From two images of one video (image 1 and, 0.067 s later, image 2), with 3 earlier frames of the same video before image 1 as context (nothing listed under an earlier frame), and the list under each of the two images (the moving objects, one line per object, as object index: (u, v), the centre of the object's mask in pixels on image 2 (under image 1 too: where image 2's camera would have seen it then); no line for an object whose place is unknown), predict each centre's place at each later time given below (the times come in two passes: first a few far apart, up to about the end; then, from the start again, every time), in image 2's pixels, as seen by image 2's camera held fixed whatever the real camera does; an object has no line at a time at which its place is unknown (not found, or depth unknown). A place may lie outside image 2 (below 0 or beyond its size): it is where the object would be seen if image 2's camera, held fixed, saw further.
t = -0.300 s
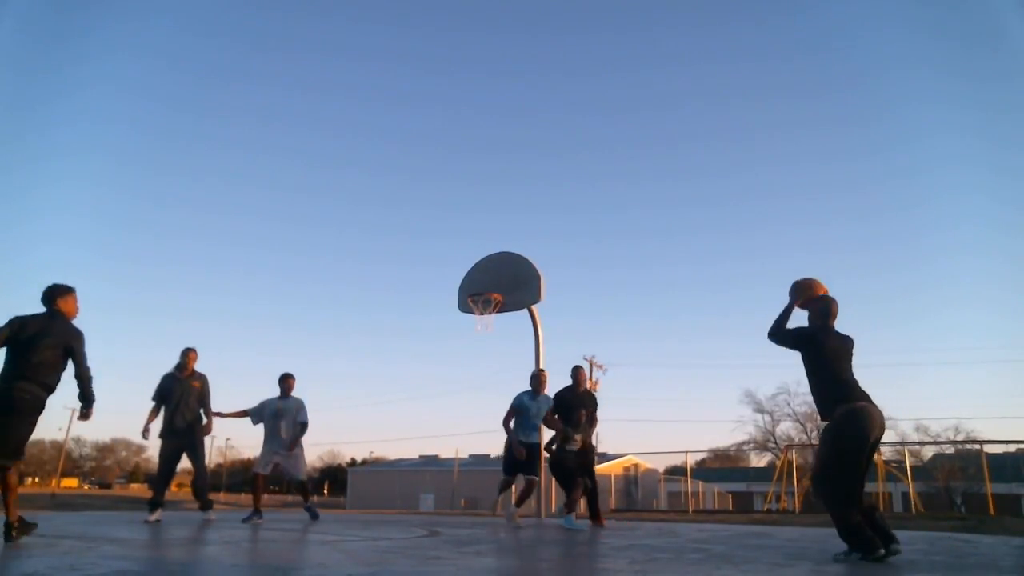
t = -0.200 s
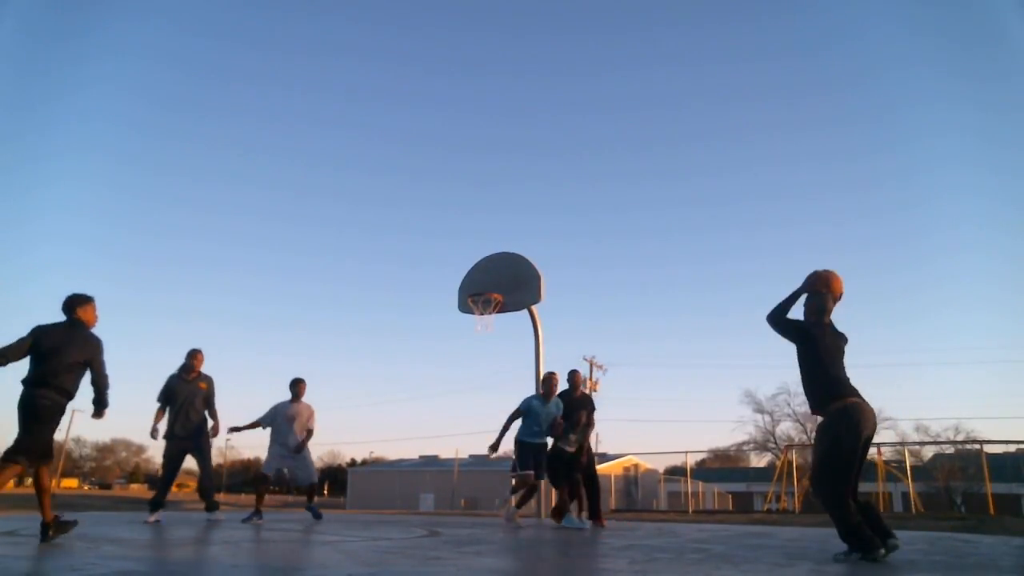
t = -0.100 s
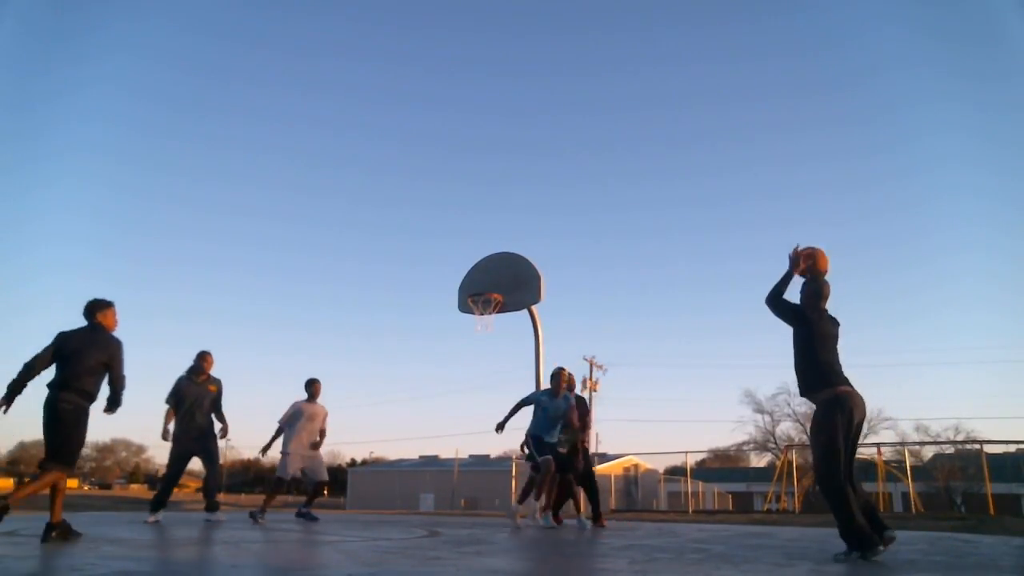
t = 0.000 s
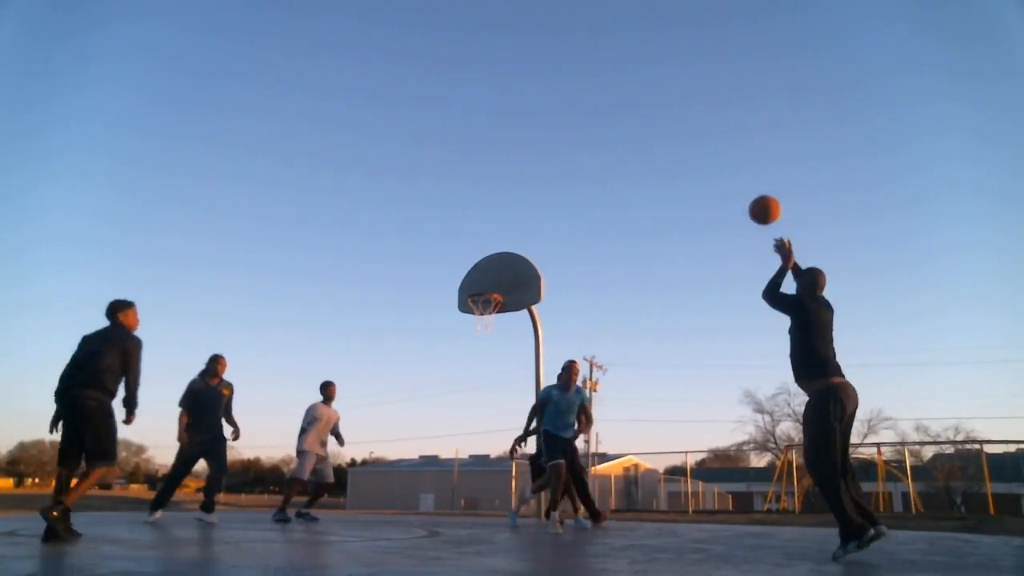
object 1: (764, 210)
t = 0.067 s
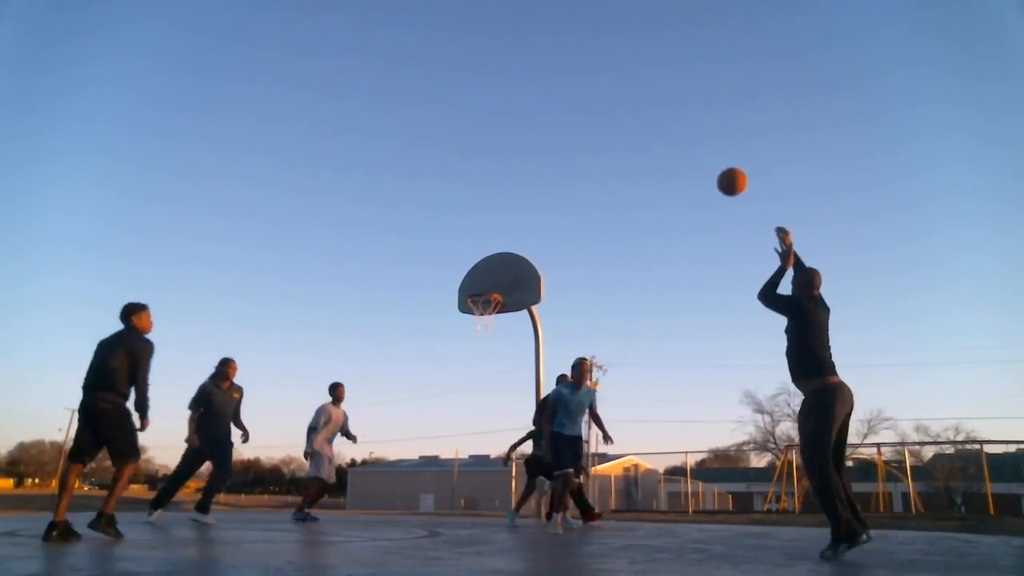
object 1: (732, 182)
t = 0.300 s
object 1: (641, 135)
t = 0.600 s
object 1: (558, 153)
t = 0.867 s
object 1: (501, 219)
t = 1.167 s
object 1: (445, 296)
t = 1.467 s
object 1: (389, 340)
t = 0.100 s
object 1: (716, 170)
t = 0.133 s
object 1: (702, 161)
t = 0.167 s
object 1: (689, 153)
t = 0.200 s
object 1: (676, 147)
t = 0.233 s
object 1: (664, 141)
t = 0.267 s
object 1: (652, 137)
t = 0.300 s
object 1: (641, 135)
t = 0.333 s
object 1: (631, 133)
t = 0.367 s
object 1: (620, 133)
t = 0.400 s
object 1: (610, 133)
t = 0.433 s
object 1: (601, 134)
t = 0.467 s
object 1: (592, 137)
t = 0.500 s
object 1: (583, 140)
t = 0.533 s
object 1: (575, 143)
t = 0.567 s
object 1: (566, 148)
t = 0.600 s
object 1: (558, 153)
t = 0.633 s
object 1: (550, 159)
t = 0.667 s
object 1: (543, 166)
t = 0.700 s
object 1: (535, 174)
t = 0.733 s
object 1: (528, 181)
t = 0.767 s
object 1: (521, 190)
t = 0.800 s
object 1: (514, 199)
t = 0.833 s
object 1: (507, 209)
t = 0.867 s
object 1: (501, 219)
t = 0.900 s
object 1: (495, 230)
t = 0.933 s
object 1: (489, 242)
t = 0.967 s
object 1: (482, 253)
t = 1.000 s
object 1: (477, 266)
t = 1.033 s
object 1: (470, 279)
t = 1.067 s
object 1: (465, 291)
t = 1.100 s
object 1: (458, 293)
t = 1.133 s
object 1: (451, 294)
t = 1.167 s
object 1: (445, 296)
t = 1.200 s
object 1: (438, 298)
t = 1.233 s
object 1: (432, 301)
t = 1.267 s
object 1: (426, 304)
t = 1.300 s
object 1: (420, 308)
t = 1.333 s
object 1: (413, 314)
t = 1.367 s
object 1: (407, 319)
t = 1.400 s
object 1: (401, 325)
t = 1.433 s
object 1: (395, 332)
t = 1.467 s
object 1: (389, 340)
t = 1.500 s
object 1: (383, 348)
